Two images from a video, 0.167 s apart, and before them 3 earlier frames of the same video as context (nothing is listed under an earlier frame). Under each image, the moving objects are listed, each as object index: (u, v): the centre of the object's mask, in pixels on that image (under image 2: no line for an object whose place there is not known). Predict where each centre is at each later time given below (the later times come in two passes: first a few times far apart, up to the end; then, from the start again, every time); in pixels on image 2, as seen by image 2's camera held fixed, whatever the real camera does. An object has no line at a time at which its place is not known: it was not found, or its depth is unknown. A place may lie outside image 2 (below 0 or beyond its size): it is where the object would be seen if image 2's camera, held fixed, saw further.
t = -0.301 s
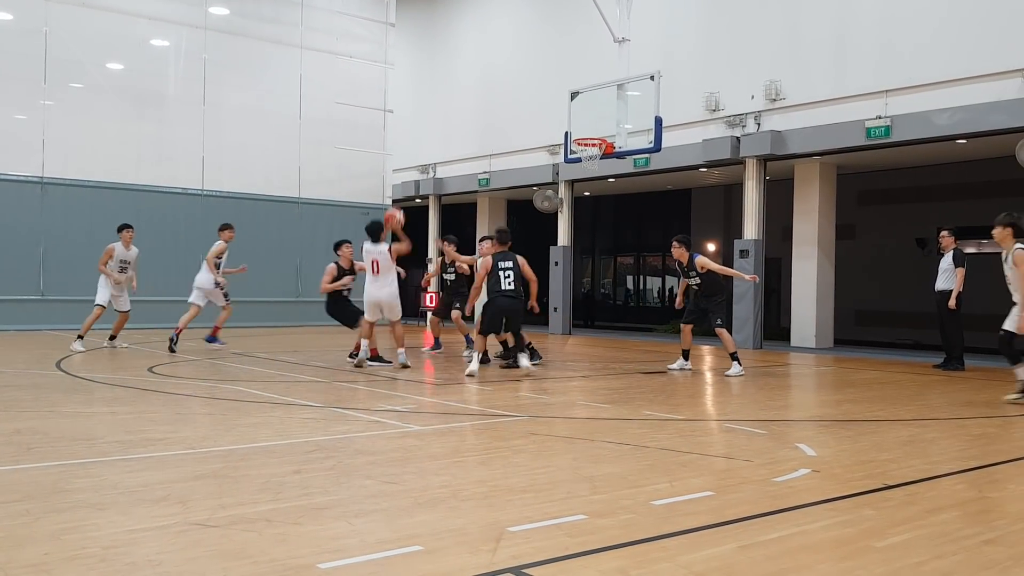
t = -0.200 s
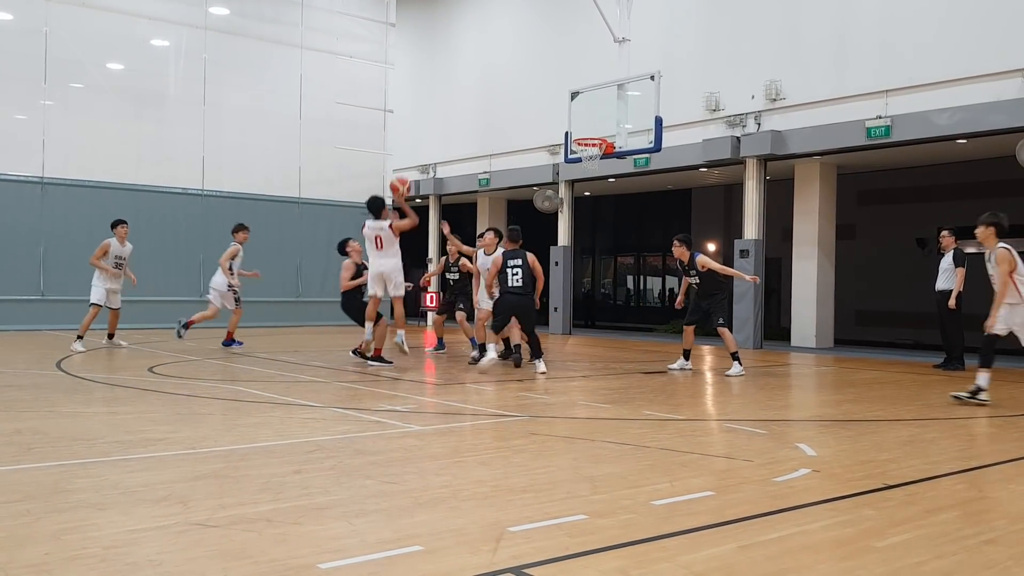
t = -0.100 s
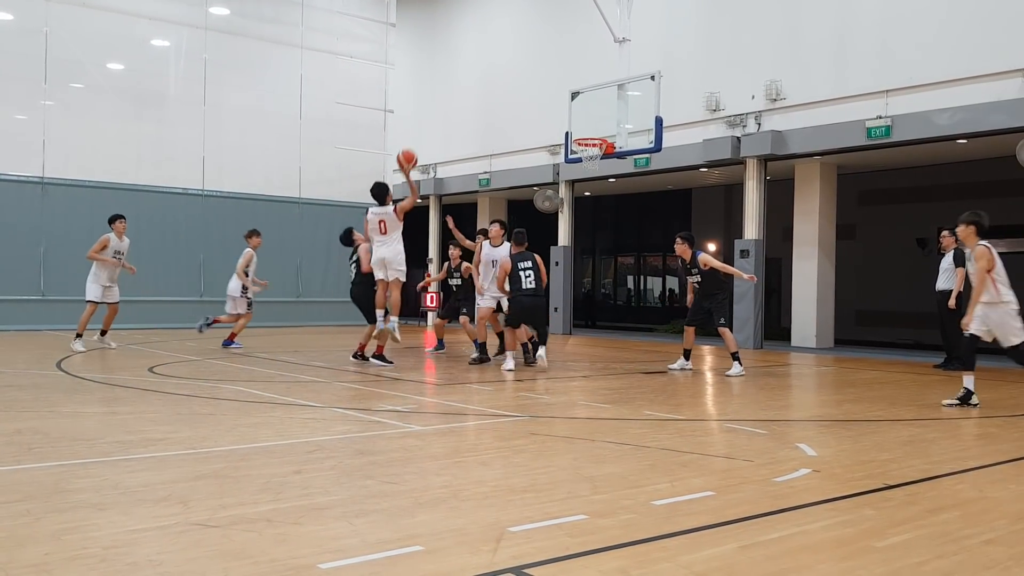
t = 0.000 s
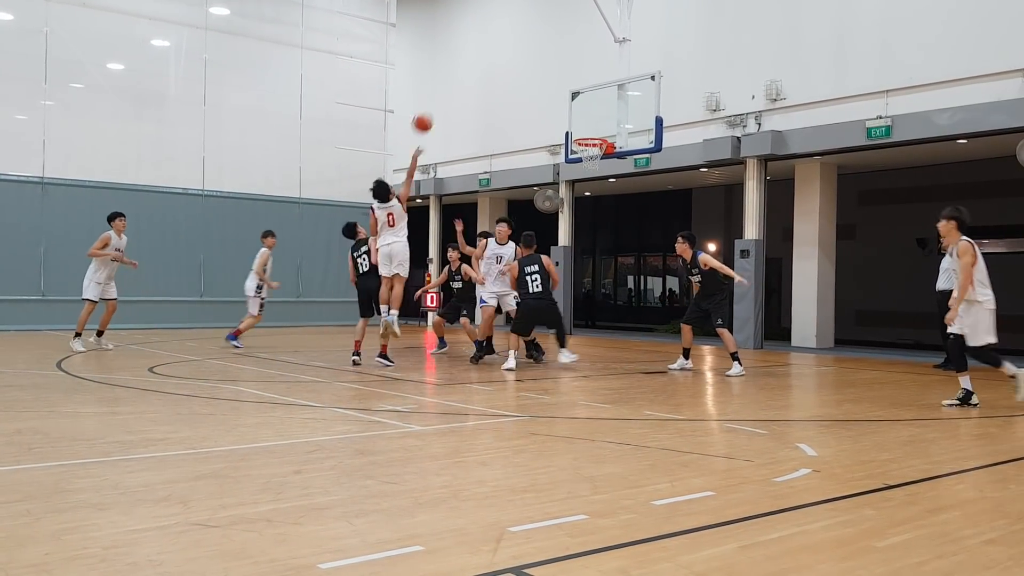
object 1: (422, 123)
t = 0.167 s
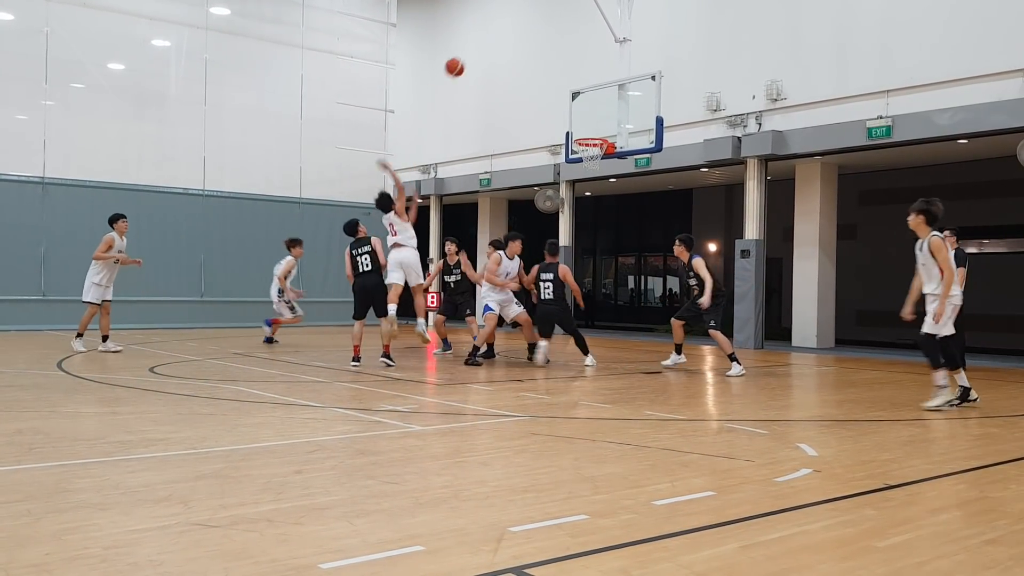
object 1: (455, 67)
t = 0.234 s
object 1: (466, 51)
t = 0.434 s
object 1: (500, 29)
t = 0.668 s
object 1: (536, 42)
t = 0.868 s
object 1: (564, 83)
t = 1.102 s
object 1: (594, 166)
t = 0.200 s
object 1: (460, 59)
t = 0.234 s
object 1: (466, 51)
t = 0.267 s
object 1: (472, 45)
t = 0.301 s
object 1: (478, 40)
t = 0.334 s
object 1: (484, 36)
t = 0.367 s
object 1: (489, 33)
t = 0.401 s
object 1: (495, 30)
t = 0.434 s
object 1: (500, 29)
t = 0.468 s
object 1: (505, 28)
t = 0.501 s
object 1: (511, 28)
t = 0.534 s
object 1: (516, 29)
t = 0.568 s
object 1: (521, 31)
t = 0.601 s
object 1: (526, 34)
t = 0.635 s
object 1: (531, 38)
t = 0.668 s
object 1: (536, 42)
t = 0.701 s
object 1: (541, 47)
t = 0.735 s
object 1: (545, 53)
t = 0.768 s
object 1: (550, 60)
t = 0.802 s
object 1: (555, 67)
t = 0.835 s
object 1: (559, 75)
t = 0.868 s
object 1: (564, 83)
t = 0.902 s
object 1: (569, 94)
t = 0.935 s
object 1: (573, 103)
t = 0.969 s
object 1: (577, 115)
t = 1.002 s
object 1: (581, 126)
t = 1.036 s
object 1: (585, 139)
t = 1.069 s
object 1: (590, 152)
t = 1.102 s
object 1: (594, 166)
